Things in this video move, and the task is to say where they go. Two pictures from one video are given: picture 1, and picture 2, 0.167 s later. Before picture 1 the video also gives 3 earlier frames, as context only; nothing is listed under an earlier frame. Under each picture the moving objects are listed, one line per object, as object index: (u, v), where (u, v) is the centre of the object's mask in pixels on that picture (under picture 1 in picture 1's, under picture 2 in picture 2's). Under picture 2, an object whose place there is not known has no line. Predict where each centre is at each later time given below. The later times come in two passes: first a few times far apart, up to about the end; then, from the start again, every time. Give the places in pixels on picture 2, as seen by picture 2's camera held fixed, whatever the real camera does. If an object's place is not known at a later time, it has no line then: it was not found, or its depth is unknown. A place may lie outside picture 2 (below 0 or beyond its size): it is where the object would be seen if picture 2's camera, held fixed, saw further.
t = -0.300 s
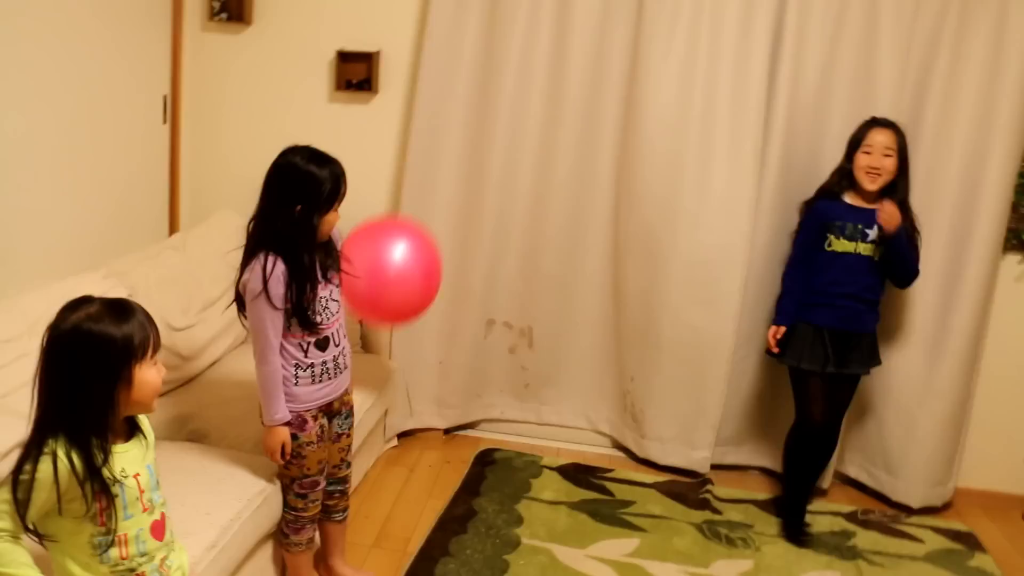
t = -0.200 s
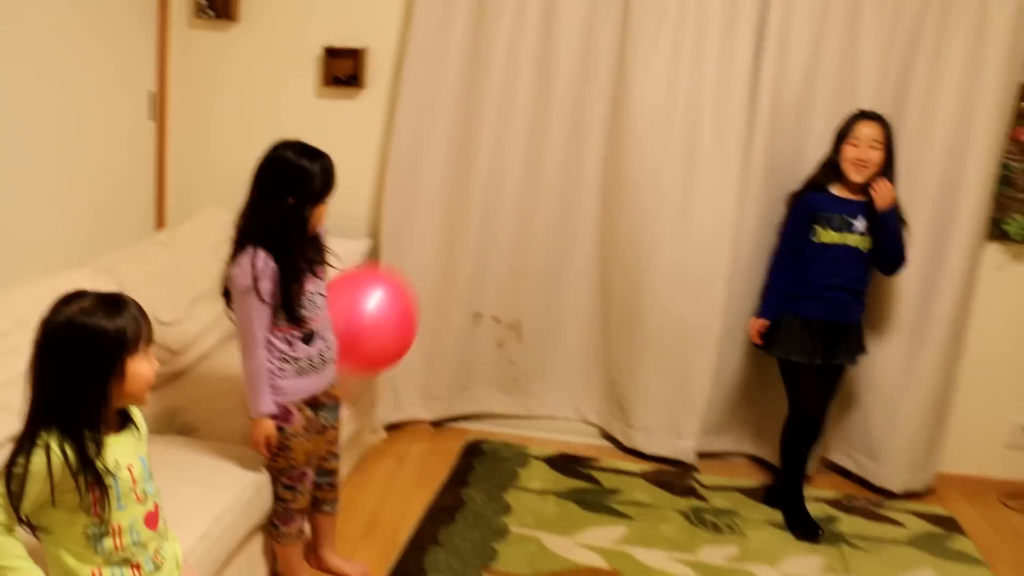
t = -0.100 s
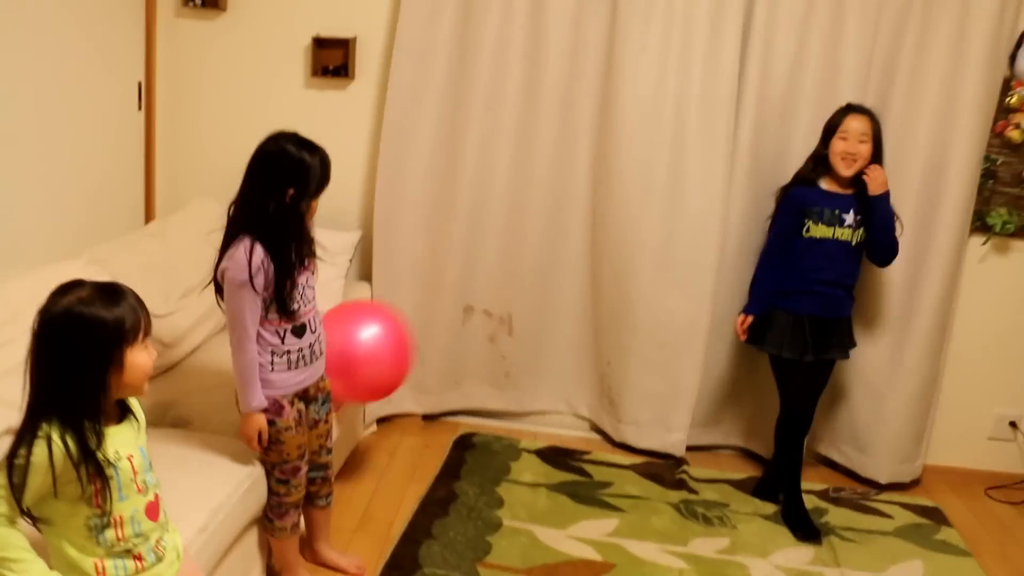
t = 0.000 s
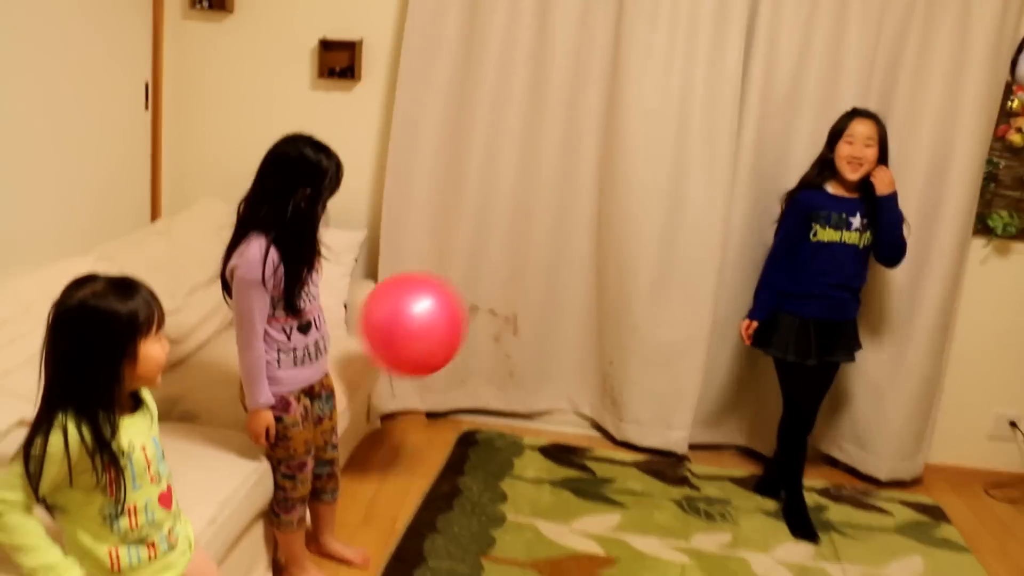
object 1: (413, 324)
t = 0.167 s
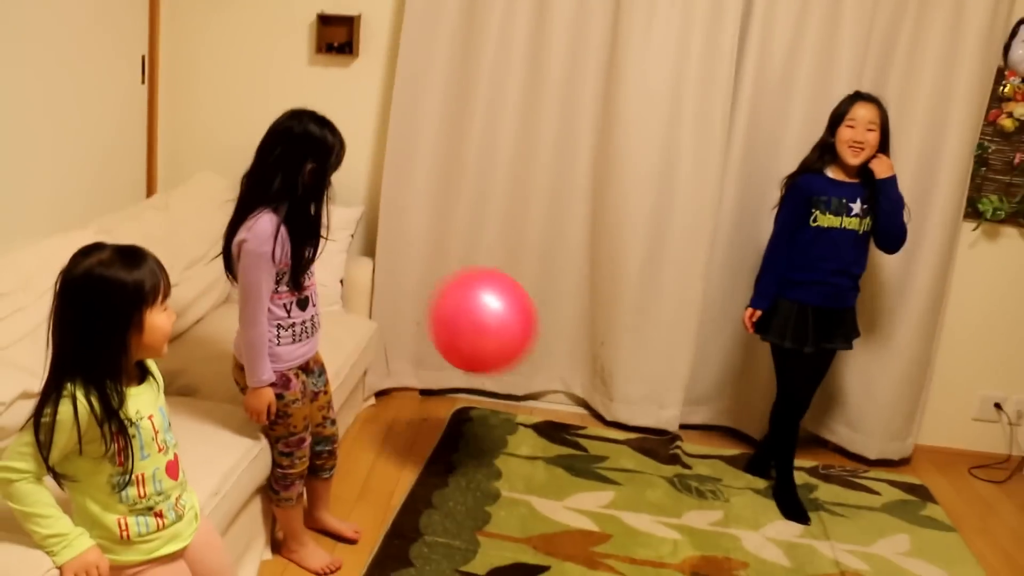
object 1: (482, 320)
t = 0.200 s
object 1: (495, 333)
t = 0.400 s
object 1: (564, 475)
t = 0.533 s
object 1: (613, 424)
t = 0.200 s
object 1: (495, 333)
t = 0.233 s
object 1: (508, 349)
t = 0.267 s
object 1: (520, 368)
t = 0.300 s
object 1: (533, 390)
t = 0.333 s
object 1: (545, 417)
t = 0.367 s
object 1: (555, 443)
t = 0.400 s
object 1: (564, 475)
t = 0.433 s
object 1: (574, 478)
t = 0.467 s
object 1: (587, 458)
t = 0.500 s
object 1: (600, 440)
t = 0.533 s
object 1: (613, 424)
